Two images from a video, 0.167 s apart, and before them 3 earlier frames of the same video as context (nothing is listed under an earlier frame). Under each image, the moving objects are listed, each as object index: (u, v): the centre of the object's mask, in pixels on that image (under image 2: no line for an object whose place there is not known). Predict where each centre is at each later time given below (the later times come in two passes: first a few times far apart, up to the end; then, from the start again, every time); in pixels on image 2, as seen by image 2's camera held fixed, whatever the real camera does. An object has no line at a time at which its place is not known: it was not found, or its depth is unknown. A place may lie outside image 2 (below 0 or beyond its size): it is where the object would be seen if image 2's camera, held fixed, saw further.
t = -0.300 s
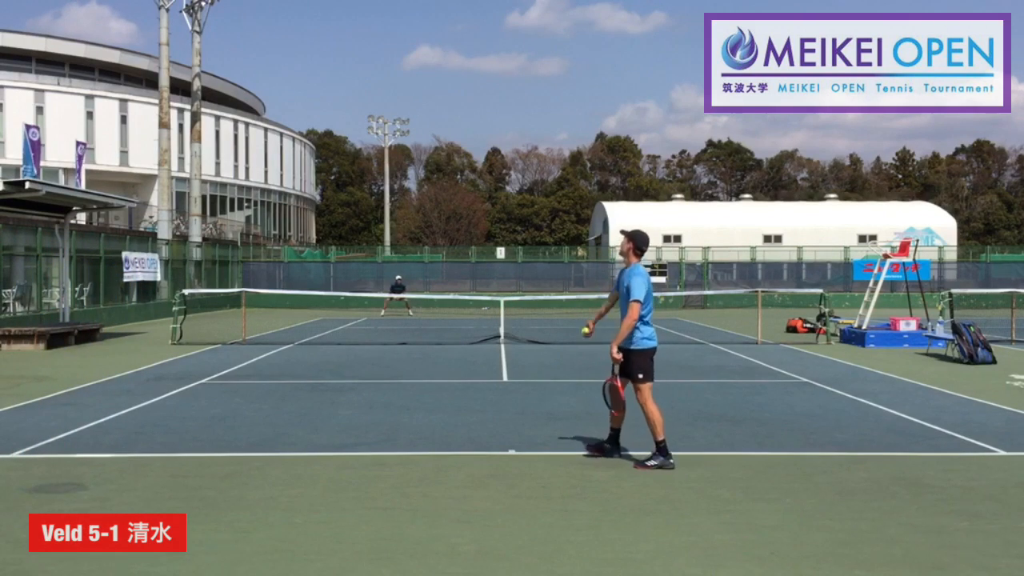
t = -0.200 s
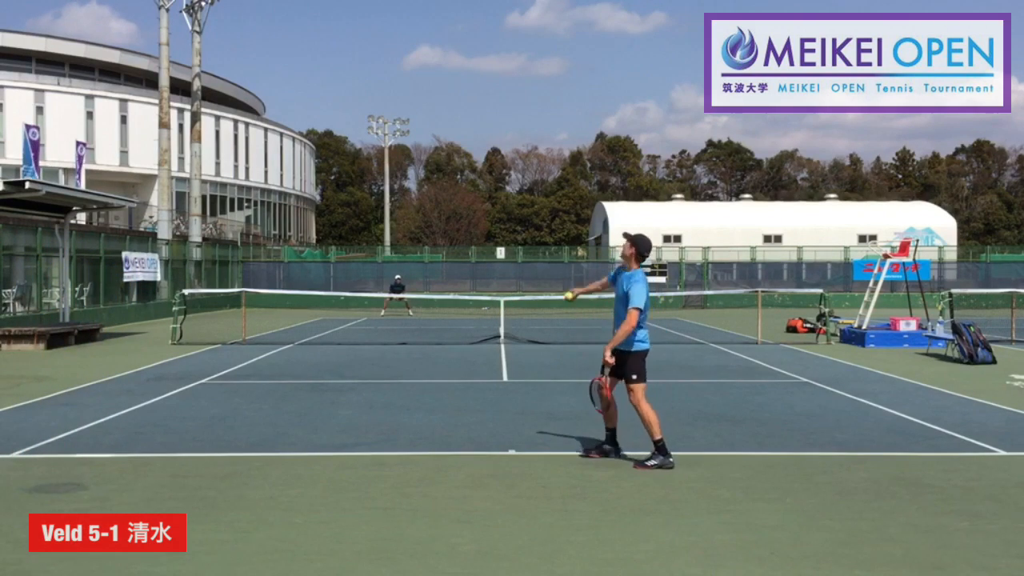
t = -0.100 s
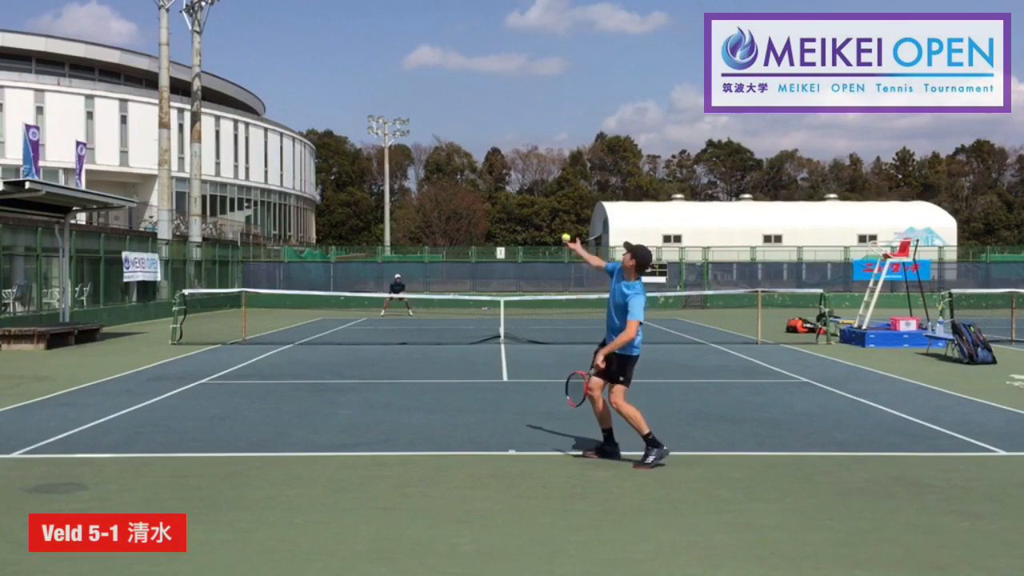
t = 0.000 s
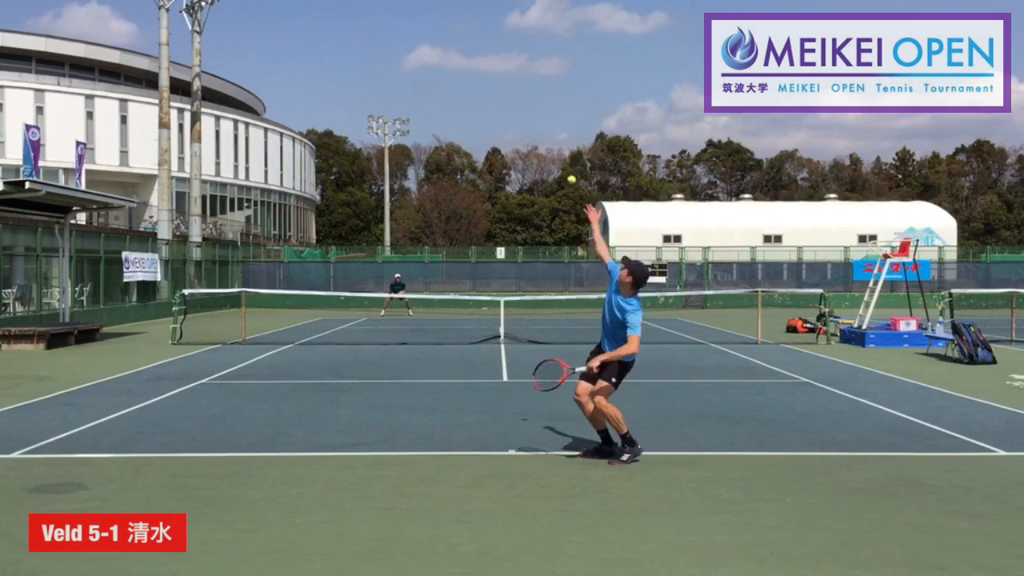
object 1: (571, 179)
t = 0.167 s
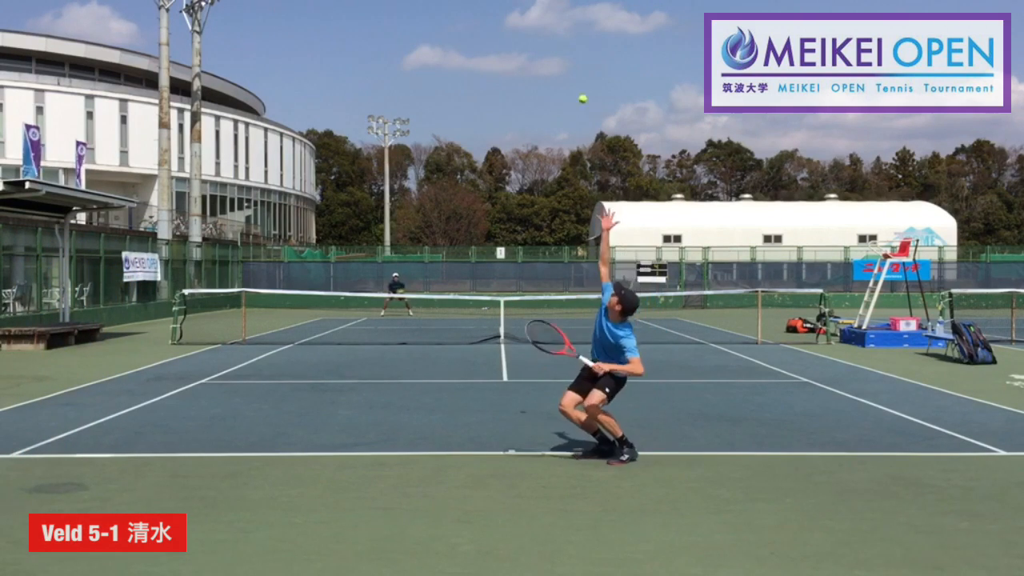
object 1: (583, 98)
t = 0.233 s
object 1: (587, 82)
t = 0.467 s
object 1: (599, 64)
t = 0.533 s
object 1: (602, 70)
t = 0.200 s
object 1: (584, 90)
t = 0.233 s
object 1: (587, 82)
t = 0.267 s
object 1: (588, 76)
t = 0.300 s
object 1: (590, 71)
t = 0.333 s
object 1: (592, 67)
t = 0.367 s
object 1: (593, 64)
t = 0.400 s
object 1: (595, 63)
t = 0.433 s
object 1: (597, 63)
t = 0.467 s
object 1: (599, 64)
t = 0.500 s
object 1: (601, 67)
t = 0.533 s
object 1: (602, 70)
